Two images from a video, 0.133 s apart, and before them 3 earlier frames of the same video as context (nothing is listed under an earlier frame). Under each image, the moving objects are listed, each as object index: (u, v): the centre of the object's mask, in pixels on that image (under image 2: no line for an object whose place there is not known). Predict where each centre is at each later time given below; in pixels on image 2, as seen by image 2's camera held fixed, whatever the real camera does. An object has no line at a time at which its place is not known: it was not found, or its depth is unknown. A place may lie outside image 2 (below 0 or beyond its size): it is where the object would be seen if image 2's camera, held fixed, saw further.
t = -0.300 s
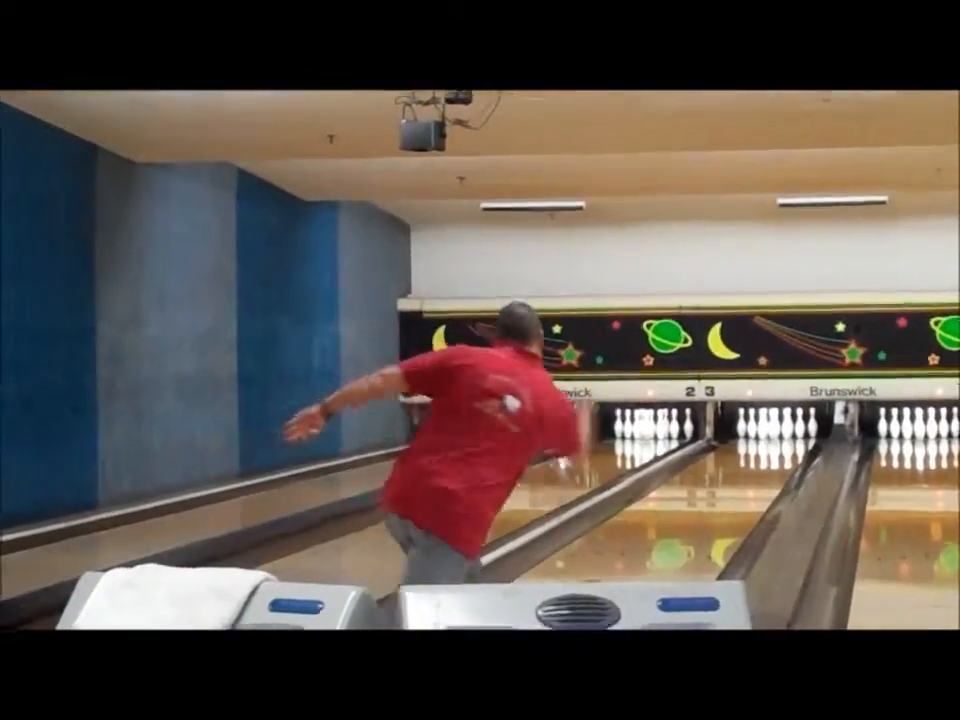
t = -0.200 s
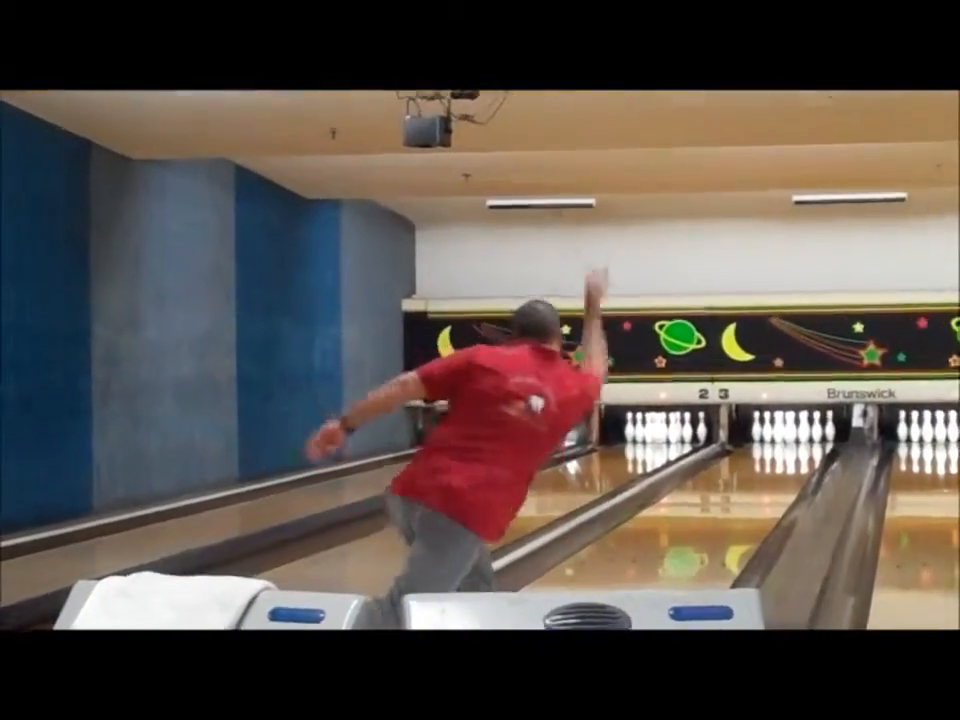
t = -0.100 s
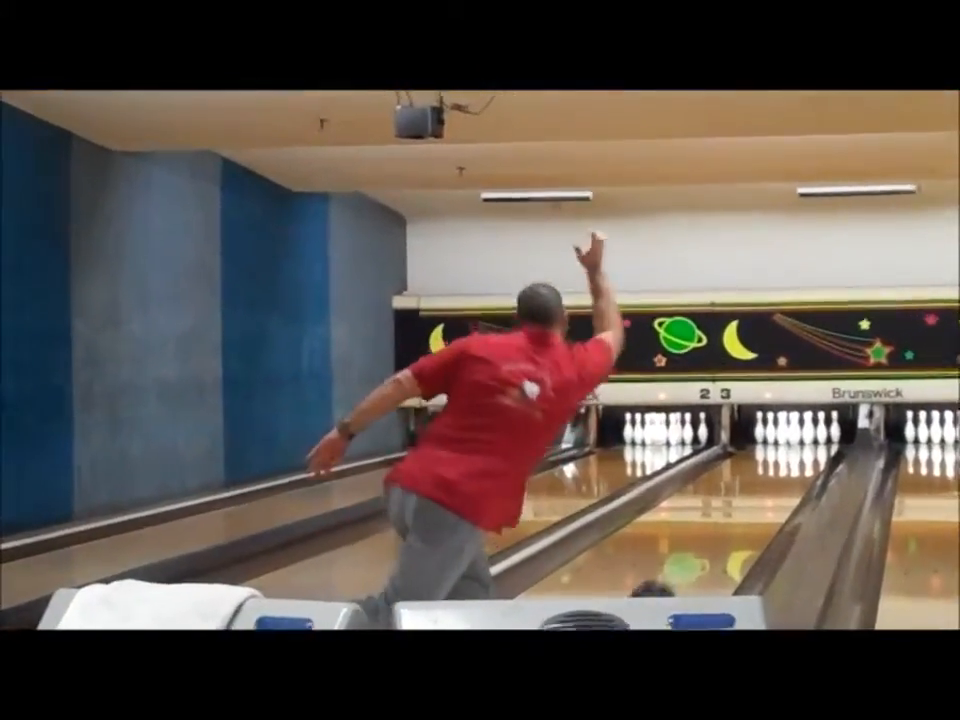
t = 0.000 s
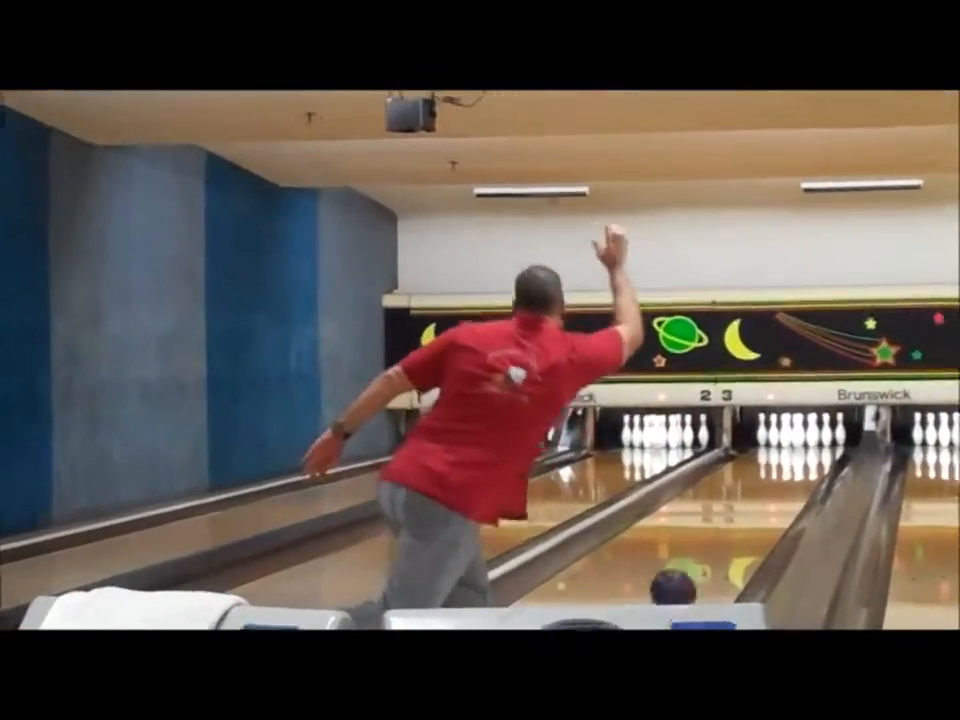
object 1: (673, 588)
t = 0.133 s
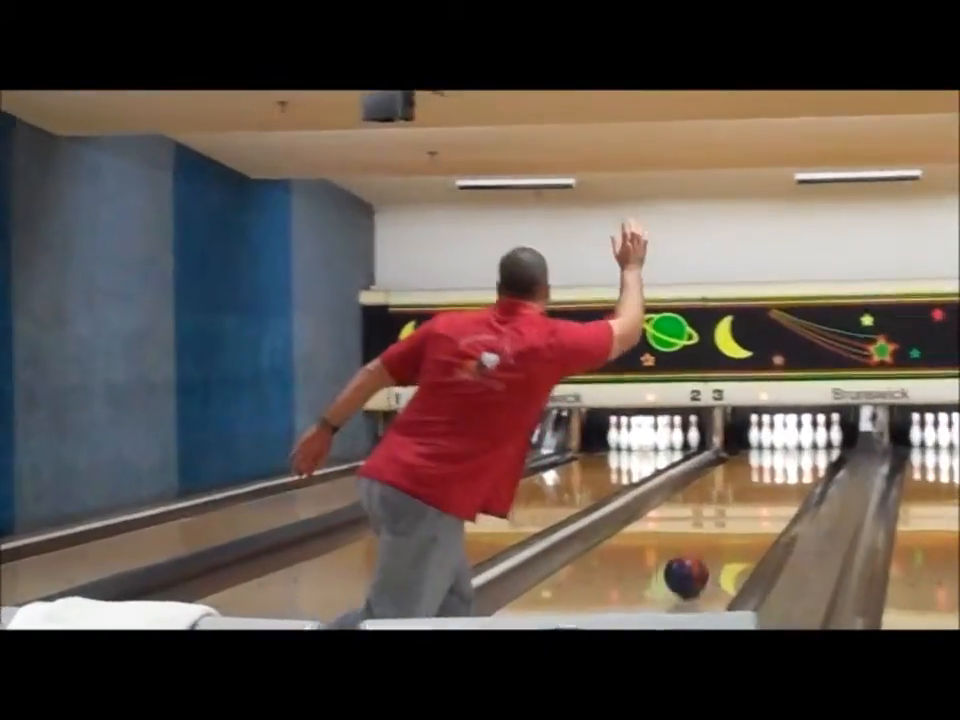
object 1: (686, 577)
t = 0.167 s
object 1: (692, 571)
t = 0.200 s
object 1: (697, 564)
